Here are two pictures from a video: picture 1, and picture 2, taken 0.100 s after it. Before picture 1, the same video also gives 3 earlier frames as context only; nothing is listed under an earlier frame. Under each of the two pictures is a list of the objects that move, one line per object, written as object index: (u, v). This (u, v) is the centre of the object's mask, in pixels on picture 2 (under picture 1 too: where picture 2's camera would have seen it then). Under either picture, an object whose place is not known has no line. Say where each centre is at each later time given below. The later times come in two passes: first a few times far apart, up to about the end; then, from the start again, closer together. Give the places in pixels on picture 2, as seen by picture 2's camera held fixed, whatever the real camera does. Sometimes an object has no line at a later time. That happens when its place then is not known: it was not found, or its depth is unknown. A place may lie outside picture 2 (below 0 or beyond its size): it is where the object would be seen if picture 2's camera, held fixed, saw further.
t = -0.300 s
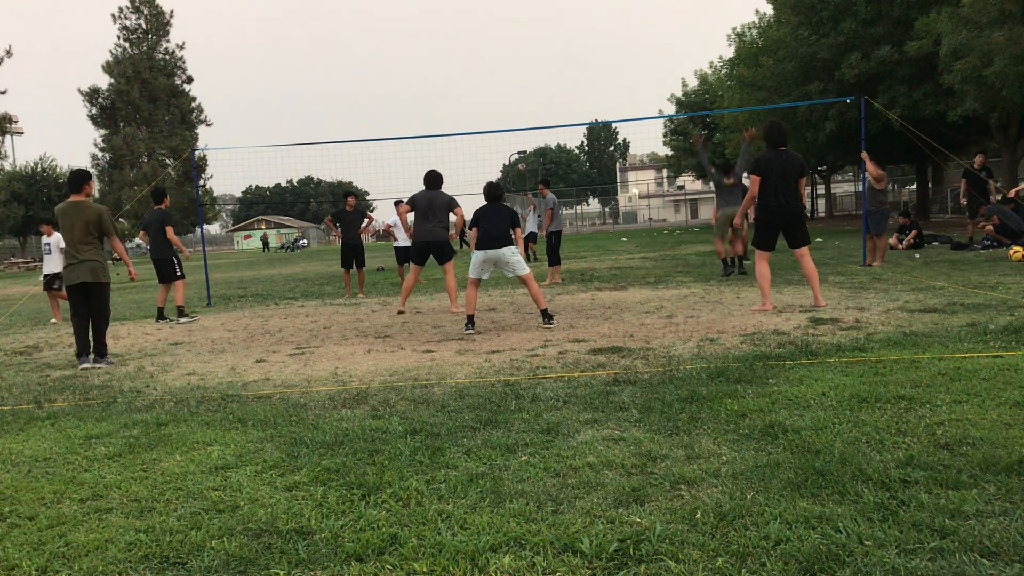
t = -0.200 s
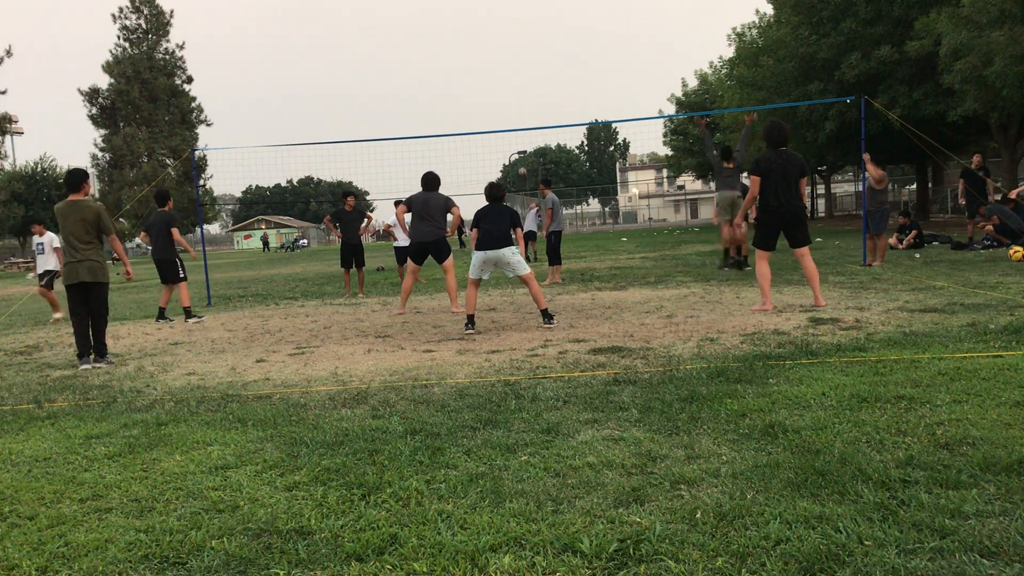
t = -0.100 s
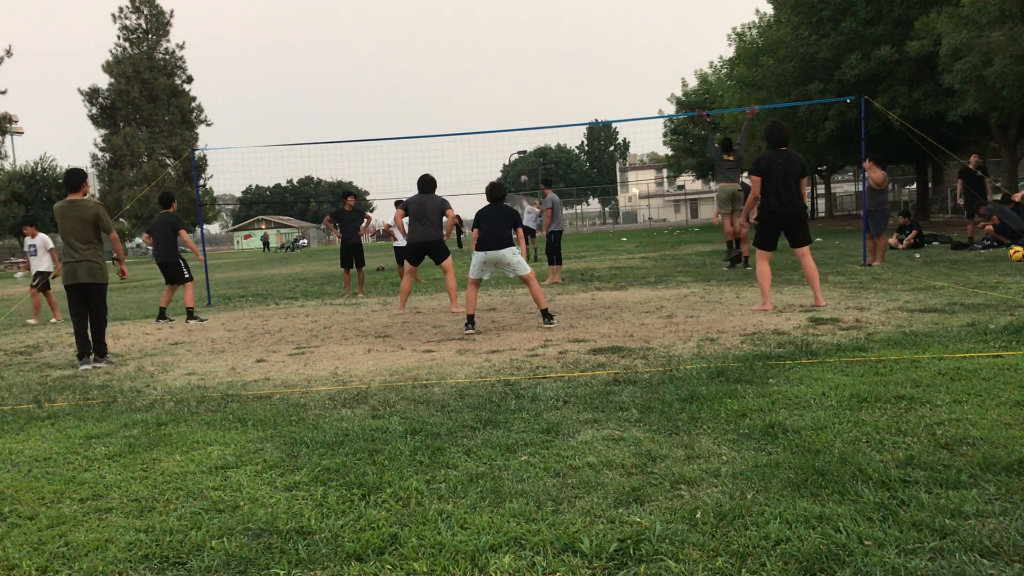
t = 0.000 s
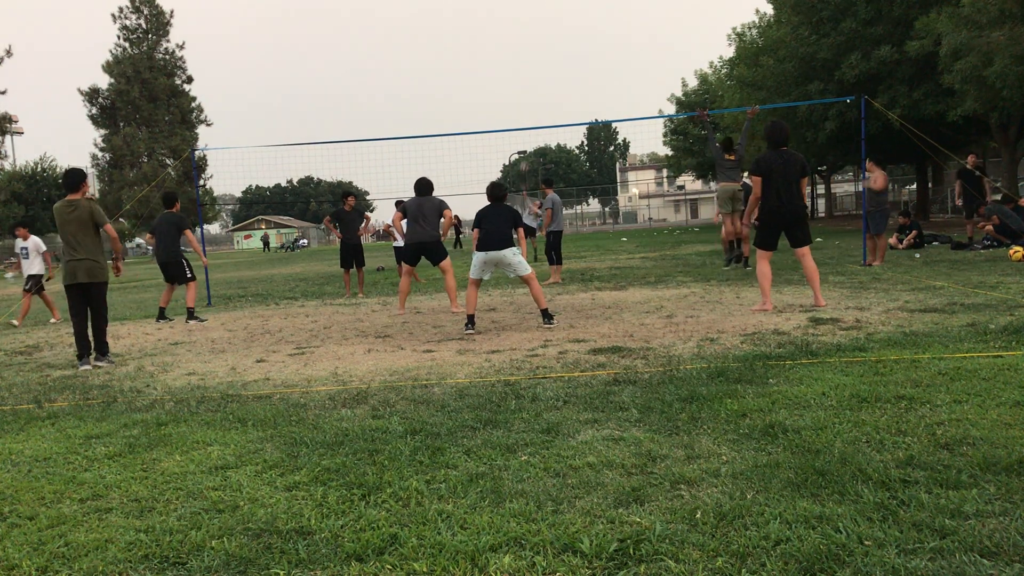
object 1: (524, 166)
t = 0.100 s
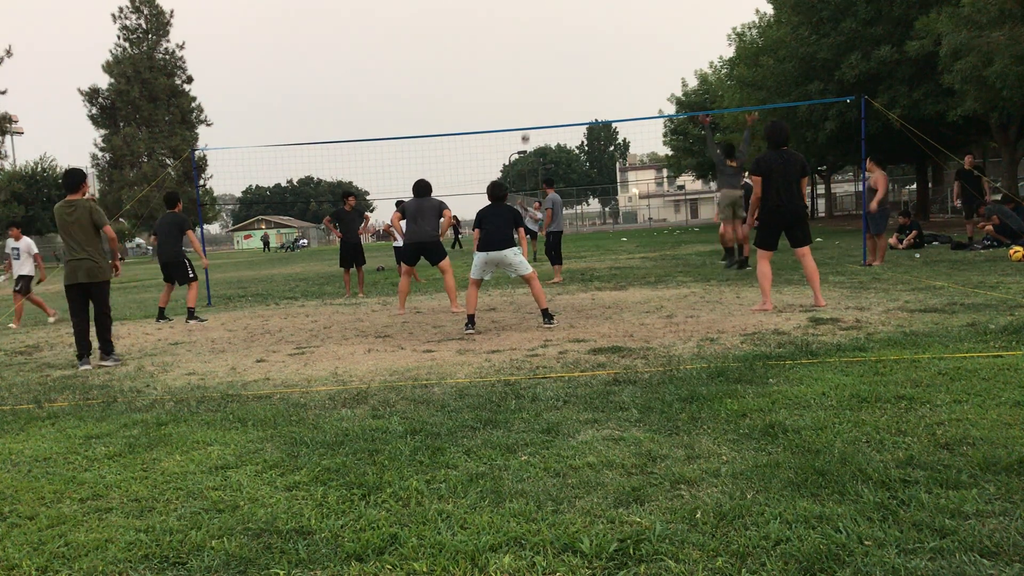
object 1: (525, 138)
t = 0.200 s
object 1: (528, 112)
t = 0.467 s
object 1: (543, 54)
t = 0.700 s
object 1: (571, 28)
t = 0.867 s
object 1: (603, 33)
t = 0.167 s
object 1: (527, 120)
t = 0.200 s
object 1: (528, 112)
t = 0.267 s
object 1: (530, 95)
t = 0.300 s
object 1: (532, 87)
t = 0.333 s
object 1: (534, 79)
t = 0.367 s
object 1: (536, 72)
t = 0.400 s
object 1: (538, 66)
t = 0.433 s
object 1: (541, 60)
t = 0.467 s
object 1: (543, 54)
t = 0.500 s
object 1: (546, 48)
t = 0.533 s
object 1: (550, 43)
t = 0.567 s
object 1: (553, 39)
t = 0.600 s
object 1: (557, 35)
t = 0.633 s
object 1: (561, 32)
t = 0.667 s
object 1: (566, 30)
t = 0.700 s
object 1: (571, 28)
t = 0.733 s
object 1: (576, 27)
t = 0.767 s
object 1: (582, 27)
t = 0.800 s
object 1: (589, 28)
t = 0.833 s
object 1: (596, 30)
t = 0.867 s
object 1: (603, 33)
